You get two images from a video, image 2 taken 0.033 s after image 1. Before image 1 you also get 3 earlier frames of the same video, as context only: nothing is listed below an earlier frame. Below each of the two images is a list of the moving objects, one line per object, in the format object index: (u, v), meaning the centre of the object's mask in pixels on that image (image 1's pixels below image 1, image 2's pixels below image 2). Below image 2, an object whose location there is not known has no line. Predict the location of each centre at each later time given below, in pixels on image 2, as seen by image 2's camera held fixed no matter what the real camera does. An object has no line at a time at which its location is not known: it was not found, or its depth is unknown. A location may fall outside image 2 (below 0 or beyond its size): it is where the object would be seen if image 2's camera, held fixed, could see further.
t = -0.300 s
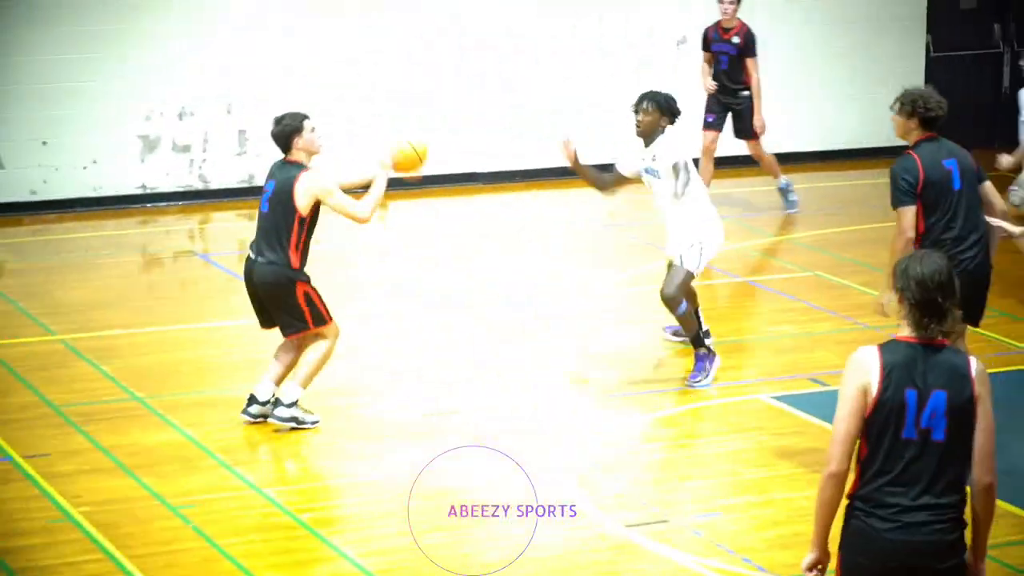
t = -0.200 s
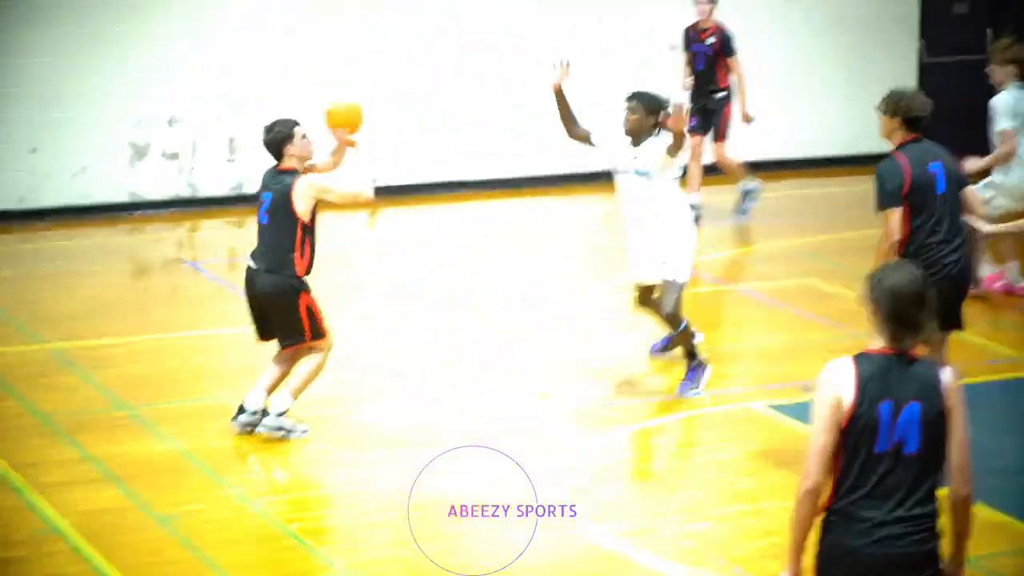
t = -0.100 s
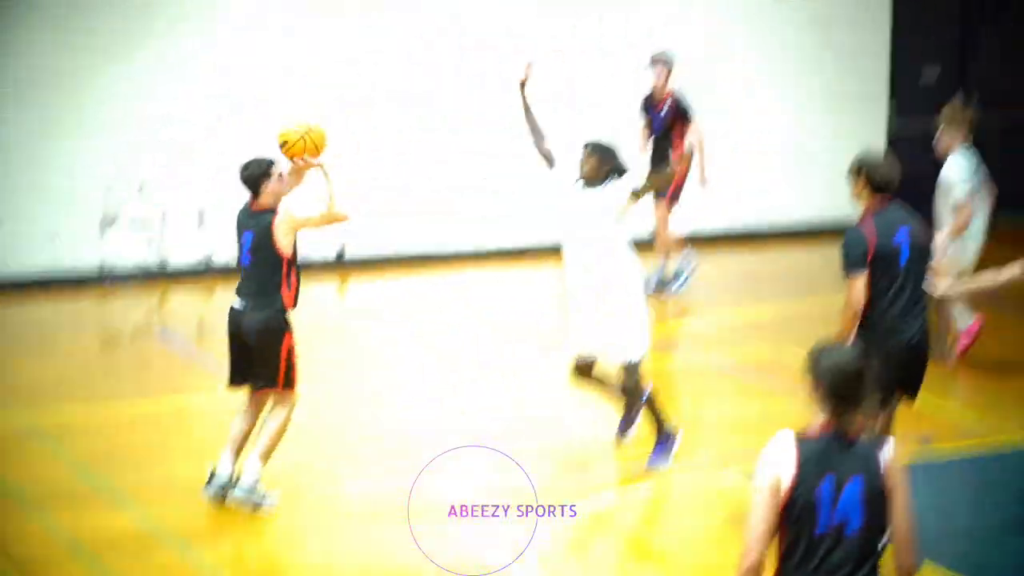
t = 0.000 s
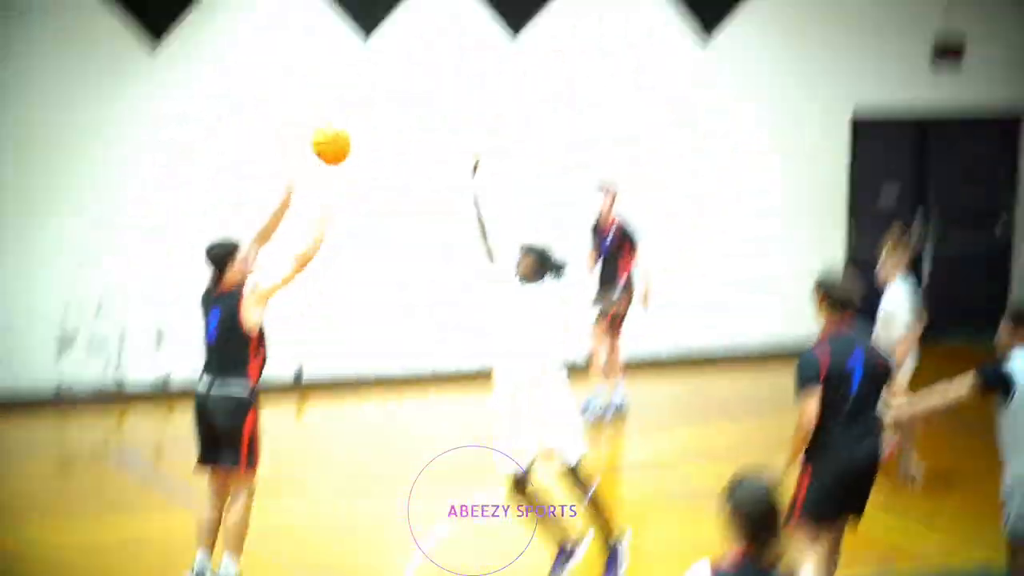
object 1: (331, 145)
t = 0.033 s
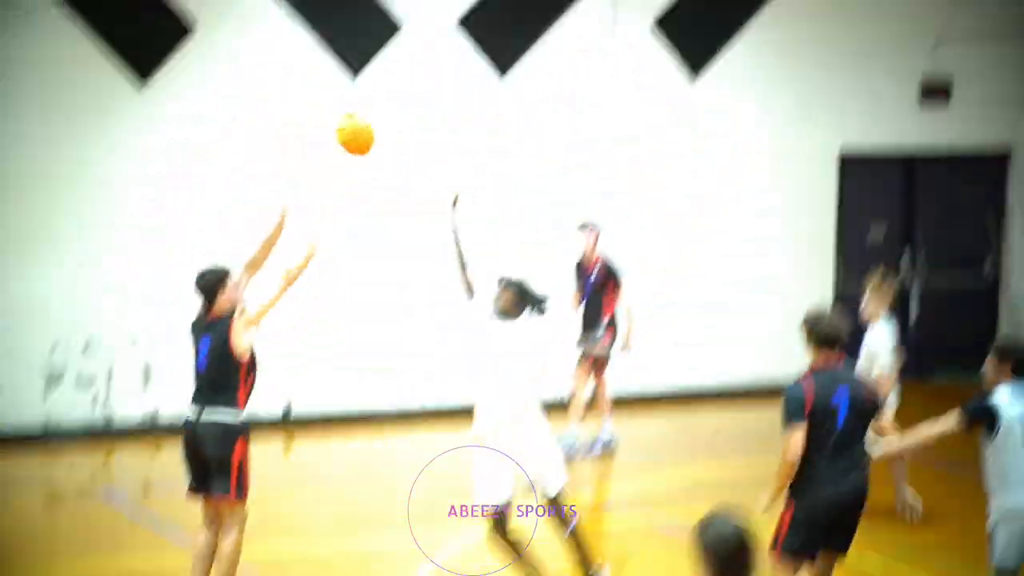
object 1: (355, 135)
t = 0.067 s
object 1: (391, 93)
